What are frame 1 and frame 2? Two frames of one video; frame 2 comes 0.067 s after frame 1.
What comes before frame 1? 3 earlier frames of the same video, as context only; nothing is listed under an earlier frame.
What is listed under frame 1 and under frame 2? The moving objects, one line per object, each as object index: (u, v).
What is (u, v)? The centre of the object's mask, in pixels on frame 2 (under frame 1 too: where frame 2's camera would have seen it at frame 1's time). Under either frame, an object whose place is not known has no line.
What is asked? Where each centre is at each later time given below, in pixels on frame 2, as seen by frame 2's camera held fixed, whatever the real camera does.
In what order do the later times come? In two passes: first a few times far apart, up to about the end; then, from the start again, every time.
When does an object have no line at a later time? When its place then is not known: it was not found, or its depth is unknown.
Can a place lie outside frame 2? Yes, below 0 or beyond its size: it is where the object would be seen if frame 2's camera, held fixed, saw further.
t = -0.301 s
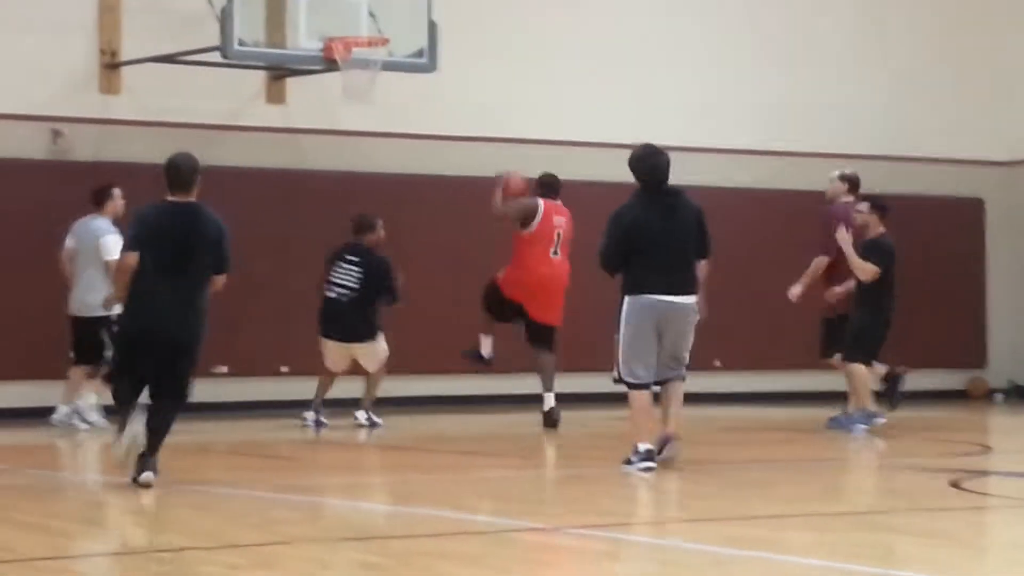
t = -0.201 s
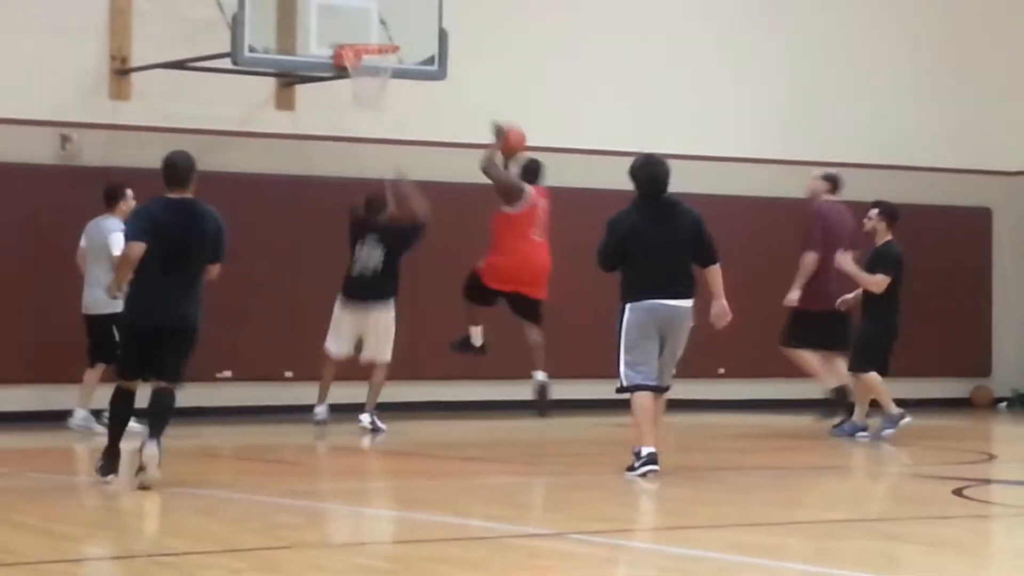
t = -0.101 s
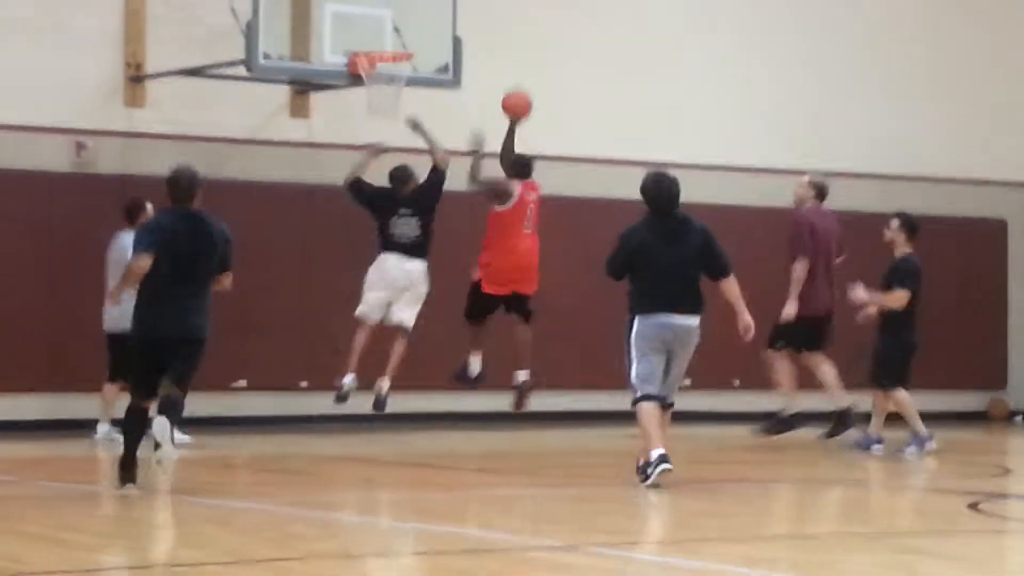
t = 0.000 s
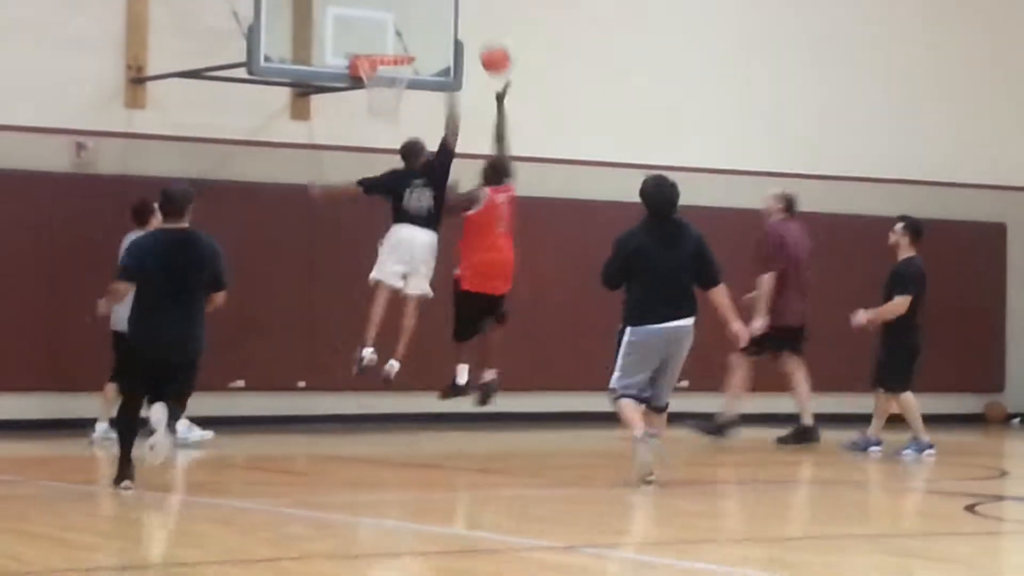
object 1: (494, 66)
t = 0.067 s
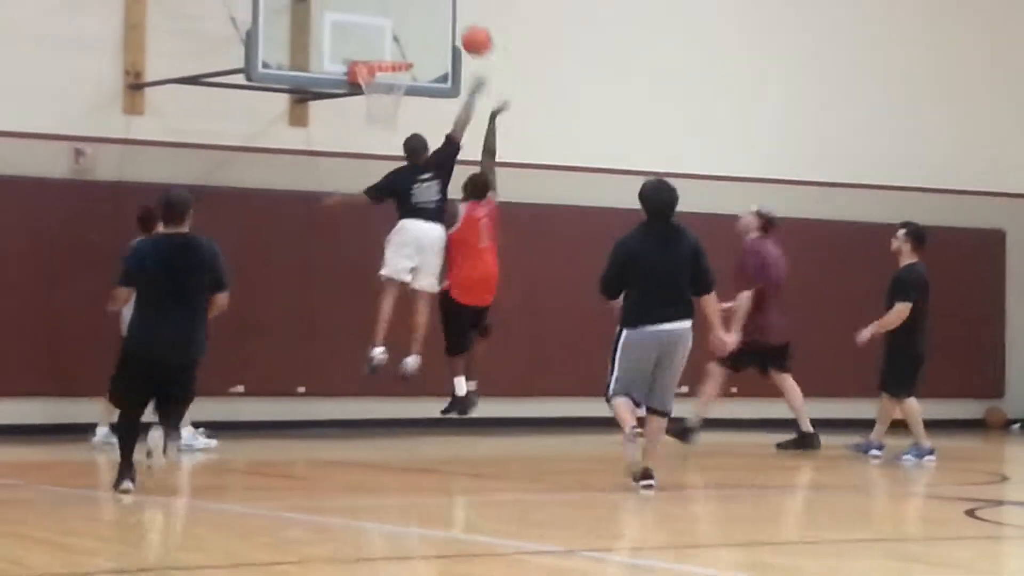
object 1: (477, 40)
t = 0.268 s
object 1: (427, 2)
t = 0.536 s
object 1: (369, 18)
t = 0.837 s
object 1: (392, 93)
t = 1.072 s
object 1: (392, 125)
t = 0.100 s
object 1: (469, 31)
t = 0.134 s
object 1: (460, 21)
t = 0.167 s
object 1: (452, 13)
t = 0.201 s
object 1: (444, 8)
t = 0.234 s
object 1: (434, 5)
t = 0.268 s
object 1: (427, 2)
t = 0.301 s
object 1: (418, -1)
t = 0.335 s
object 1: (410, -5)
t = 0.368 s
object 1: (404, -3)
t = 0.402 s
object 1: (395, -2)
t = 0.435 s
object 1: (385, 1)
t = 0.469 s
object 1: (378, 7)
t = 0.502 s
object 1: (370, 13)
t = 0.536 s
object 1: (369, 18)
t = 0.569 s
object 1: (371, 23)
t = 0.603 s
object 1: (373, 29)
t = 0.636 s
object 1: (375, 37)
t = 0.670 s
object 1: (377, 46)
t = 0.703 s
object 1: (379, 57)
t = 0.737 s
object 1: (383, 65)
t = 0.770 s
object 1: (385, 73)
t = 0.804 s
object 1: (390, 78)
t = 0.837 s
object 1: (392, 93)
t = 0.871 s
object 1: (394, 102)
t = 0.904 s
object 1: (394, 105)
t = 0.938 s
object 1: (395, 106)
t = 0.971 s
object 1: (395, 108)
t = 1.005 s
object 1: (393, 113)
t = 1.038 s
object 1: (392, 117)
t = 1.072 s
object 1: (392, 125)
